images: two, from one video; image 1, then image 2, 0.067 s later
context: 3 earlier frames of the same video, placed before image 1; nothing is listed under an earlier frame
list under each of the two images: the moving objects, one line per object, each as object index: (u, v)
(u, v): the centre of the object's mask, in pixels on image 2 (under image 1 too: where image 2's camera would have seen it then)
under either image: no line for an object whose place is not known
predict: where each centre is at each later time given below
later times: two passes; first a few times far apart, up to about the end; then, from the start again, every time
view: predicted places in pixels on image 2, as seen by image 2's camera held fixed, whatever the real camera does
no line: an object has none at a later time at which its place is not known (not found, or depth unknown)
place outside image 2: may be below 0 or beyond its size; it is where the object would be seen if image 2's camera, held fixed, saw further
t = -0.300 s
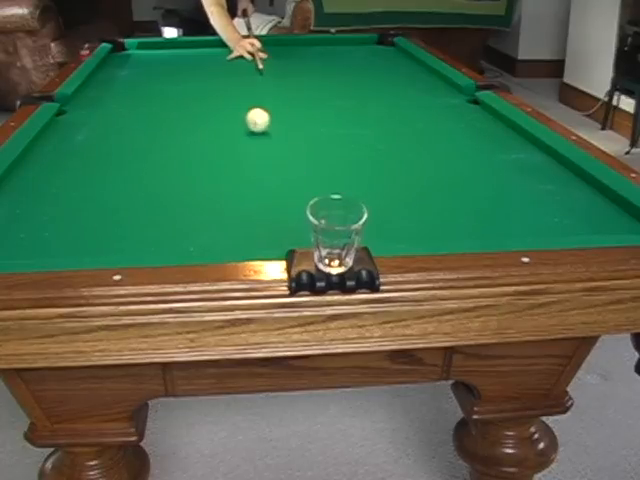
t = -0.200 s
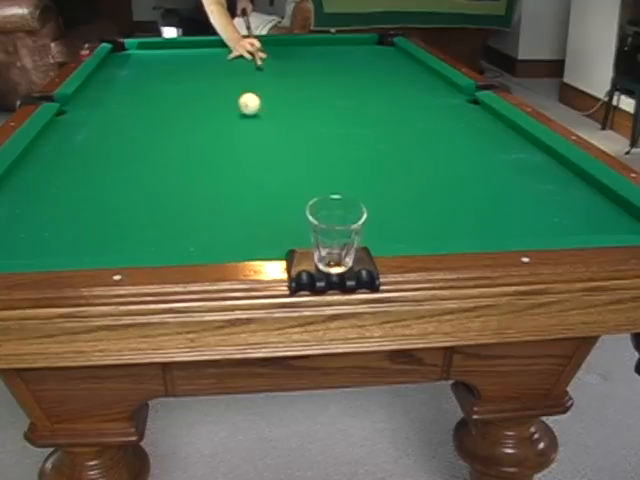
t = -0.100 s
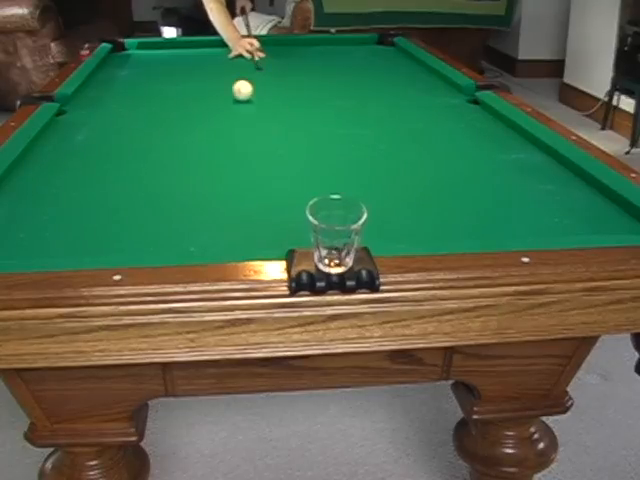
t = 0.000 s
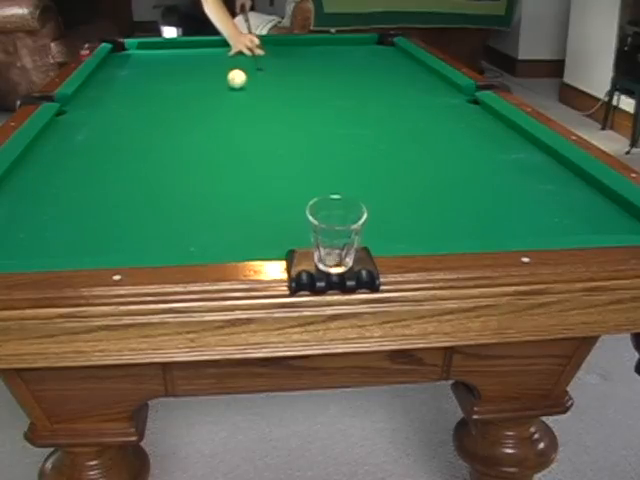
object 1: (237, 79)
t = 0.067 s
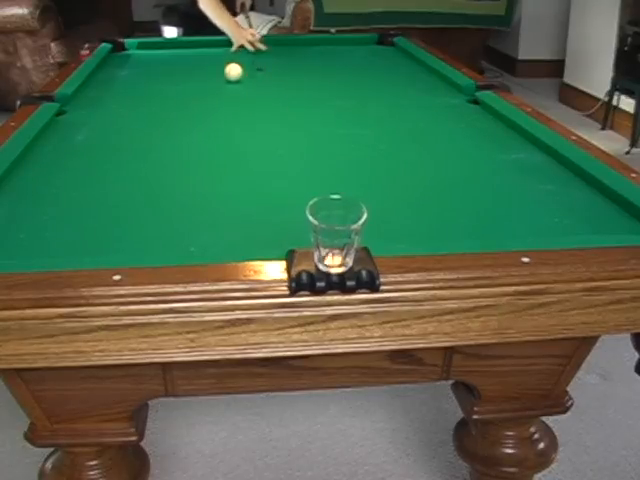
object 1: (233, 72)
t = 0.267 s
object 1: (225, 55)
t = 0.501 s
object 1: (217, 41)
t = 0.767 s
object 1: (213, 51)
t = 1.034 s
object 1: (208, 61)
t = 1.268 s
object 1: (203, 71)
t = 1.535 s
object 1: (197, 83)
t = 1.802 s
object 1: (189, 98)
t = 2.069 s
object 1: (181, 115)
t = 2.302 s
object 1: (173, 132)
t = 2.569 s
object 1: (161, 156)
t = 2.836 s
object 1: (147, 183)
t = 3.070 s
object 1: (133, 212)
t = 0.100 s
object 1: (232, 69)
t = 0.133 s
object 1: (230, 66)
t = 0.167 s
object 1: (229, 63)
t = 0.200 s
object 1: (227, 60)
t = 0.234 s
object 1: (226, 57)
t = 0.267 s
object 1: (225, 55)
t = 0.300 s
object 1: (224, 52)
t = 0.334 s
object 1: (222, 50)
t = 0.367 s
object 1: (221, 48)
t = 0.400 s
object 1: (220, 46)
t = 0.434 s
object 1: (219, 43)
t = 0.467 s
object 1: (218, 42)
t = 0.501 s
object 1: (217, 41)
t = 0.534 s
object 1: (217, 43)
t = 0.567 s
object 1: (216, 43)
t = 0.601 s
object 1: (216, 45)
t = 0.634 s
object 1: (215, 46)
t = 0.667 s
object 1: (215, 48)
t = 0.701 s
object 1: (214, 49)
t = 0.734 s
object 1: (214, 50)
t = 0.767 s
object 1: (213, 51)
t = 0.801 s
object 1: (212, 52)
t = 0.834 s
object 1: (212, 53)
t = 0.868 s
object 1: (211, 55)
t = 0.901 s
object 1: (211, 56)
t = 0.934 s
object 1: (210, 57)
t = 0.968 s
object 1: (209, 58)
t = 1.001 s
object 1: (209, 60)
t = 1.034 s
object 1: (208, 61)
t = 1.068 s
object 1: (207, 62)
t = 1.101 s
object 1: (206, 64)
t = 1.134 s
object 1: (206, 65)
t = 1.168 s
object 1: (205, 66)
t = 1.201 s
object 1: (205, 68)
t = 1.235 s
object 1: (204, 69)
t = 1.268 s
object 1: (203, 71)
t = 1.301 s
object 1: (202, 72)
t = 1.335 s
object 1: (202, 74)
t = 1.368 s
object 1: (201, 75)
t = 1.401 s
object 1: (200, 77)
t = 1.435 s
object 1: (199, 78)
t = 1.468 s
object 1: (198, 80)
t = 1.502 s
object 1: (197, 82)
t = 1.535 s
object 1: (197, 83)
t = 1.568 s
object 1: (196, 86)
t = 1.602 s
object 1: (195, 87)
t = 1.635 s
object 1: (194, 89)
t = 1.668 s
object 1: (193, 91)
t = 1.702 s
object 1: (192, 93)
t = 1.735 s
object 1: (191, 94)
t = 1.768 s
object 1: (190, 97)
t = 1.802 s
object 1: (189, 98)
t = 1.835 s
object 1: (188, 101)
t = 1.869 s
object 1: (188, 103)
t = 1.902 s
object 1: (186, 105)
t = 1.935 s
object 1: (185, 107)
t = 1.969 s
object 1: (184, 109)
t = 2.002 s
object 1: (183, 111)
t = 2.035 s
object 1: (182, 113)
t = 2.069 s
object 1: (181, 115)
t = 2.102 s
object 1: (180, 117)
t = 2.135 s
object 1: (179, 120)
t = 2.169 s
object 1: (178, 122)
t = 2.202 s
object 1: (176, 125)
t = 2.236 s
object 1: (175, 128)
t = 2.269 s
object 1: (174, 130)
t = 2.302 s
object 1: (173, 132)
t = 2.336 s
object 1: (172, 135)
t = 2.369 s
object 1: (170, 138)
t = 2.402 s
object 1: (169, 141)
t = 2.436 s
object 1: (167, 144)
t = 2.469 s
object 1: (166, 146)
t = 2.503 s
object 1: (164, 149)
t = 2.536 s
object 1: (163, 153)
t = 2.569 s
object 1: (161, 156)
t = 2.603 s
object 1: (160, 159)
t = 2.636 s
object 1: (158, 162)
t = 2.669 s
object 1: (156, 165)
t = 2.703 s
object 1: (154, 169)
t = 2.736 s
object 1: (153, 172)
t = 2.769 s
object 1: (151, 176)
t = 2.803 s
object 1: (149, 179)
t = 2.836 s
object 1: (147, 183)
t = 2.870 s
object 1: (146, 187)
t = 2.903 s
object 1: (144, 191)
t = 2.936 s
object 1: (141, 195)
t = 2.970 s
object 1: (140, 199)
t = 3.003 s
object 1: (137, 203)
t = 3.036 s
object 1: (135, 208)
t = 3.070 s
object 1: (133, 212)
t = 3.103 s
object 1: (131, 217)
